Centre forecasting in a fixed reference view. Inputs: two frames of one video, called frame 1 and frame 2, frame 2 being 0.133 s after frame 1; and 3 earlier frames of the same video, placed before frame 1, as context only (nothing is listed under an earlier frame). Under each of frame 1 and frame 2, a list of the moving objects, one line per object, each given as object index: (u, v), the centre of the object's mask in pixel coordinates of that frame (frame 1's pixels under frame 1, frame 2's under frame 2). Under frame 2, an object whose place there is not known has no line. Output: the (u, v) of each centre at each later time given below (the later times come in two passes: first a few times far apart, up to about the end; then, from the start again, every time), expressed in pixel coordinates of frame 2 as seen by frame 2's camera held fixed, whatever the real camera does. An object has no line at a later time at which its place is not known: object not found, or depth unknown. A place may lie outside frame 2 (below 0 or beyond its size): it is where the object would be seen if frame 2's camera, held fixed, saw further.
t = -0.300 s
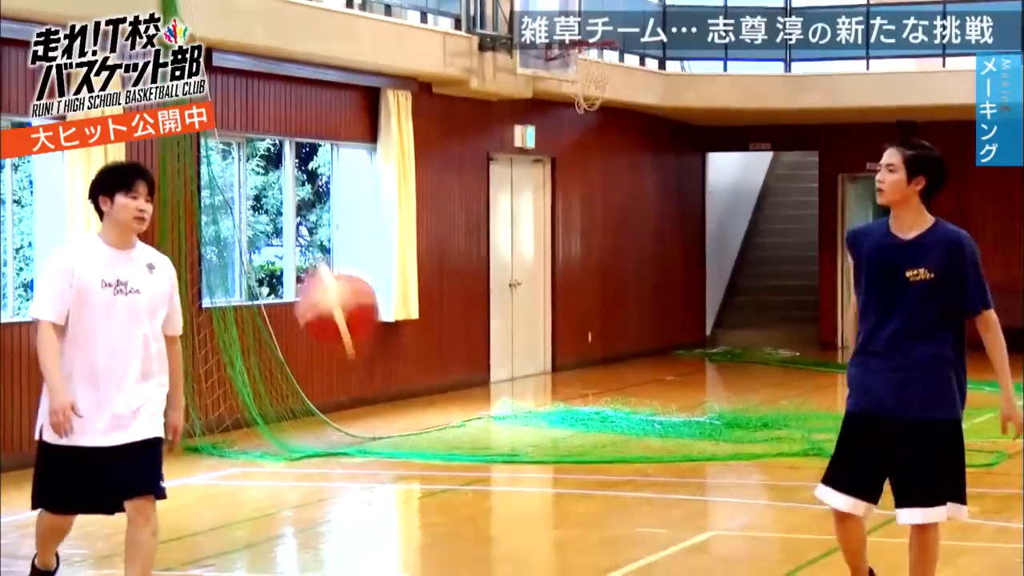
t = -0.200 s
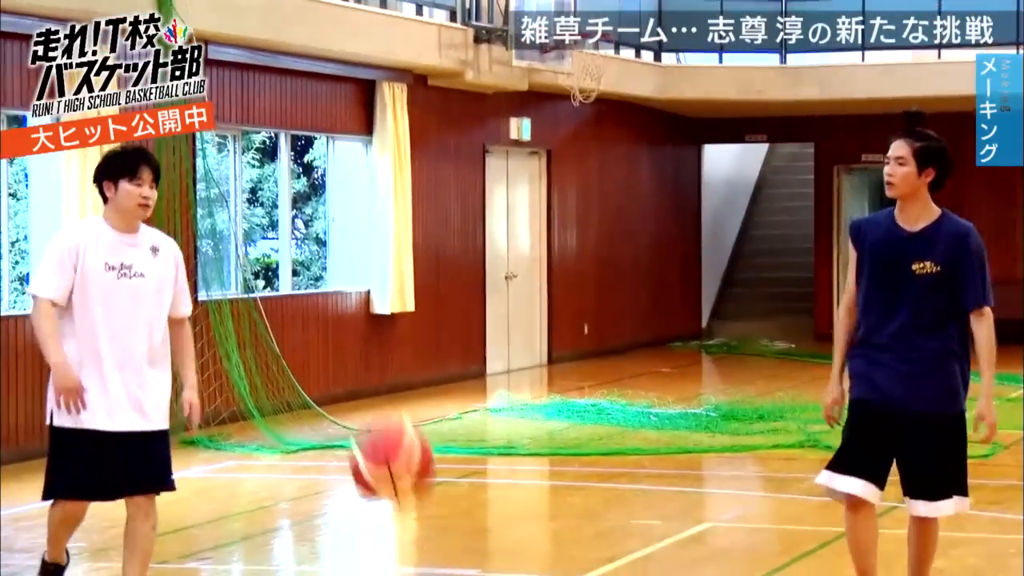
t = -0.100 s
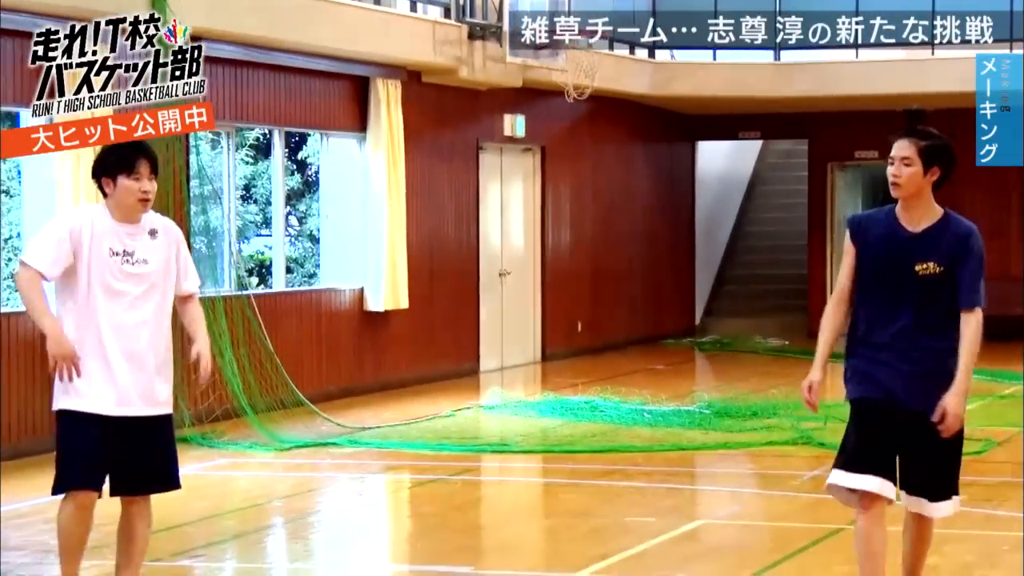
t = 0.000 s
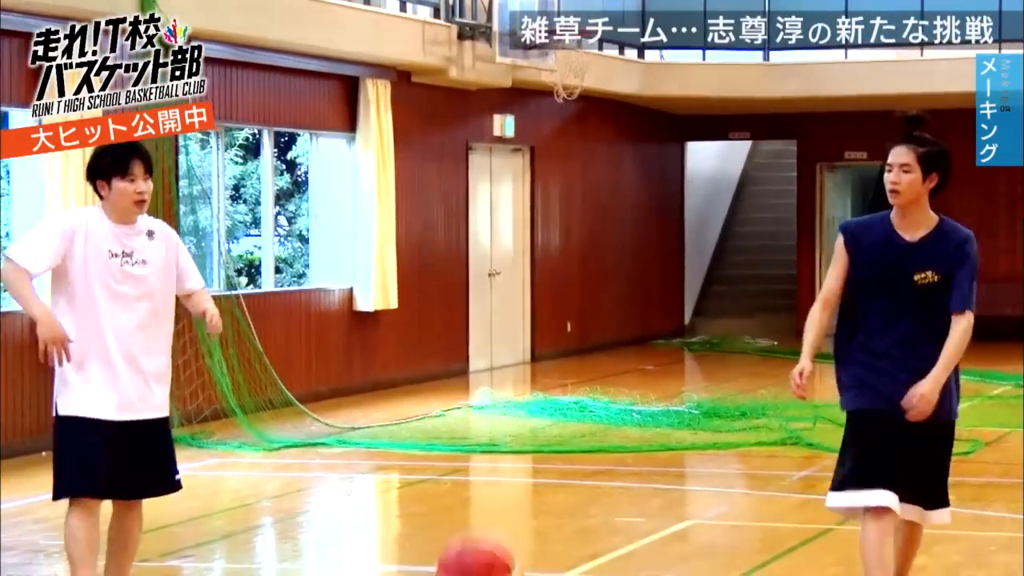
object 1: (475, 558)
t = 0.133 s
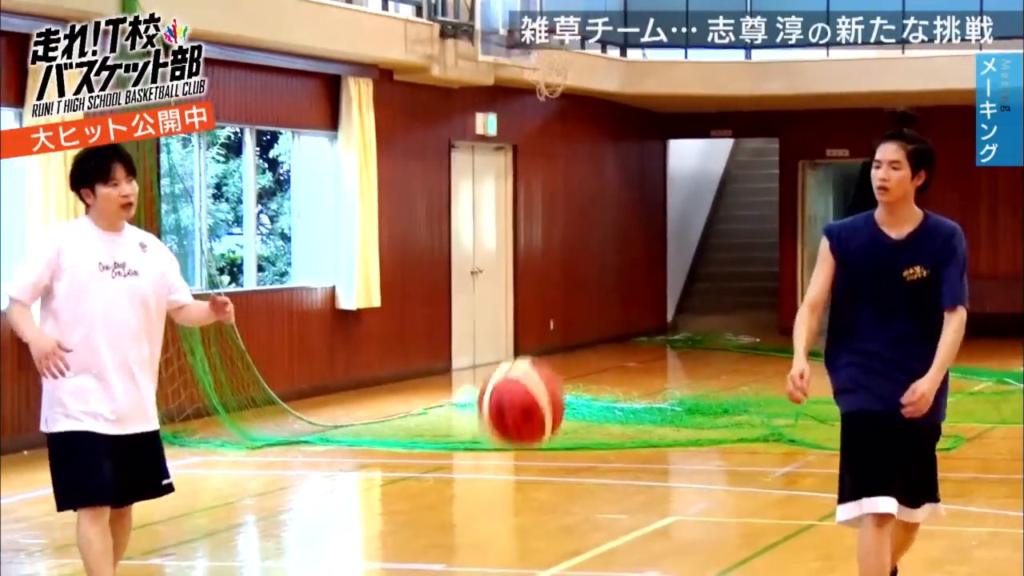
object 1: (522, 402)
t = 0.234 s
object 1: (566, 313)
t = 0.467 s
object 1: (679, 233)
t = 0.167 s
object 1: (537, 367)
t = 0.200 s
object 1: (552, 337)
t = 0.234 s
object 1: (566, 313)
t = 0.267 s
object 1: (582, 293)
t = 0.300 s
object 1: (597, 273)
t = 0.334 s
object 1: (614, 257)
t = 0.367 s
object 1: (629, 245)
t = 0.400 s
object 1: (645, 237)
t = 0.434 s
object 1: (662, 234)
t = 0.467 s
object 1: (679, 233)
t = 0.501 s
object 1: (697, 238)
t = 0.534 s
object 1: (715, 249)
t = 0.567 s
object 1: (732, 262)
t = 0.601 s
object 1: (749, 279)
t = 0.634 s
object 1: (768, 298)
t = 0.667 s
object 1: (786, 323)
